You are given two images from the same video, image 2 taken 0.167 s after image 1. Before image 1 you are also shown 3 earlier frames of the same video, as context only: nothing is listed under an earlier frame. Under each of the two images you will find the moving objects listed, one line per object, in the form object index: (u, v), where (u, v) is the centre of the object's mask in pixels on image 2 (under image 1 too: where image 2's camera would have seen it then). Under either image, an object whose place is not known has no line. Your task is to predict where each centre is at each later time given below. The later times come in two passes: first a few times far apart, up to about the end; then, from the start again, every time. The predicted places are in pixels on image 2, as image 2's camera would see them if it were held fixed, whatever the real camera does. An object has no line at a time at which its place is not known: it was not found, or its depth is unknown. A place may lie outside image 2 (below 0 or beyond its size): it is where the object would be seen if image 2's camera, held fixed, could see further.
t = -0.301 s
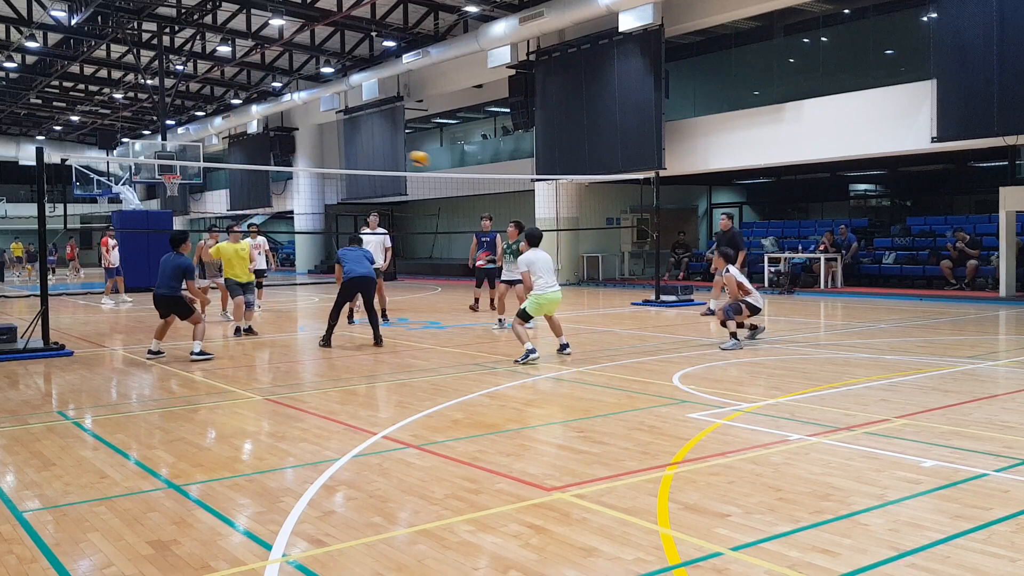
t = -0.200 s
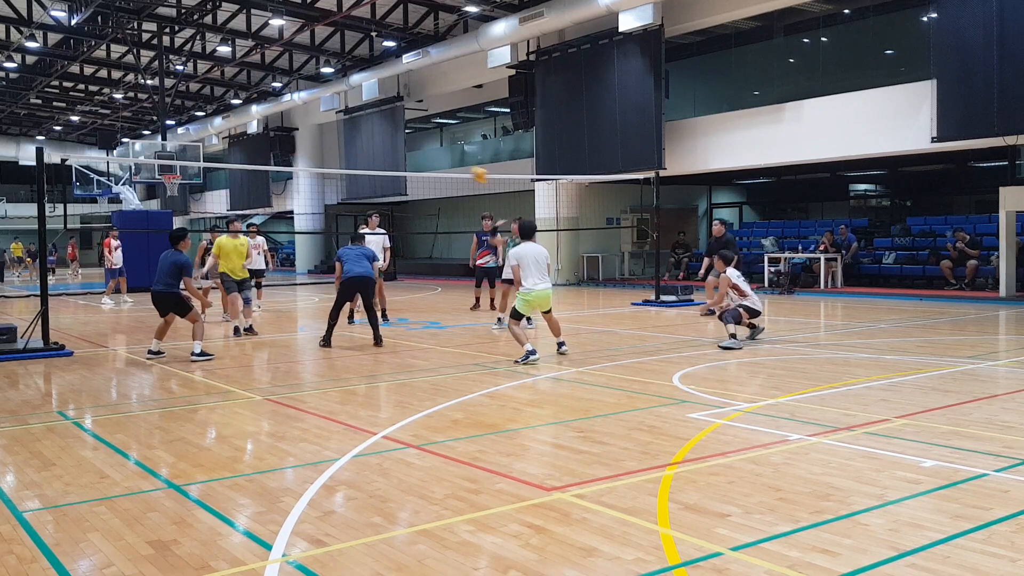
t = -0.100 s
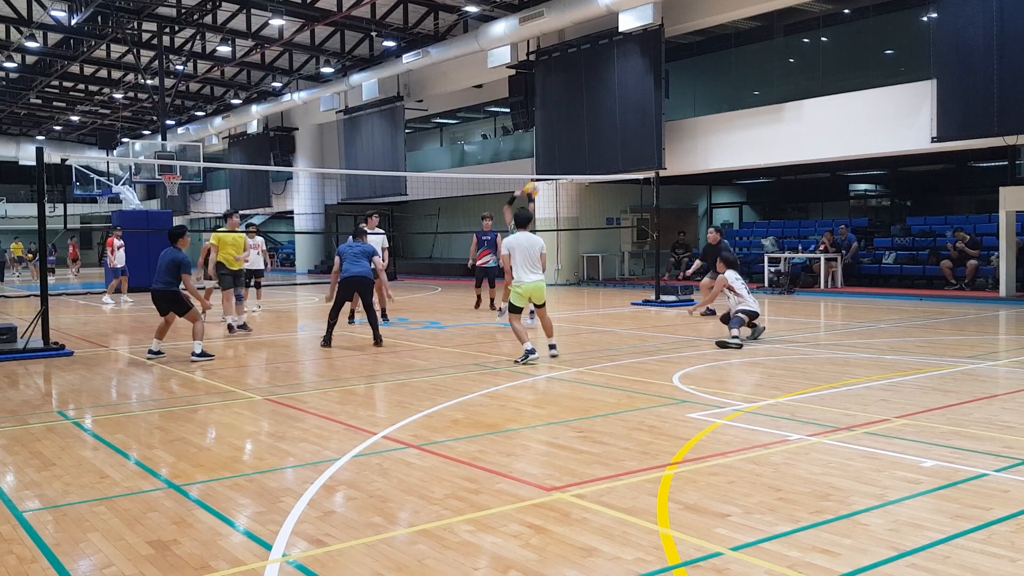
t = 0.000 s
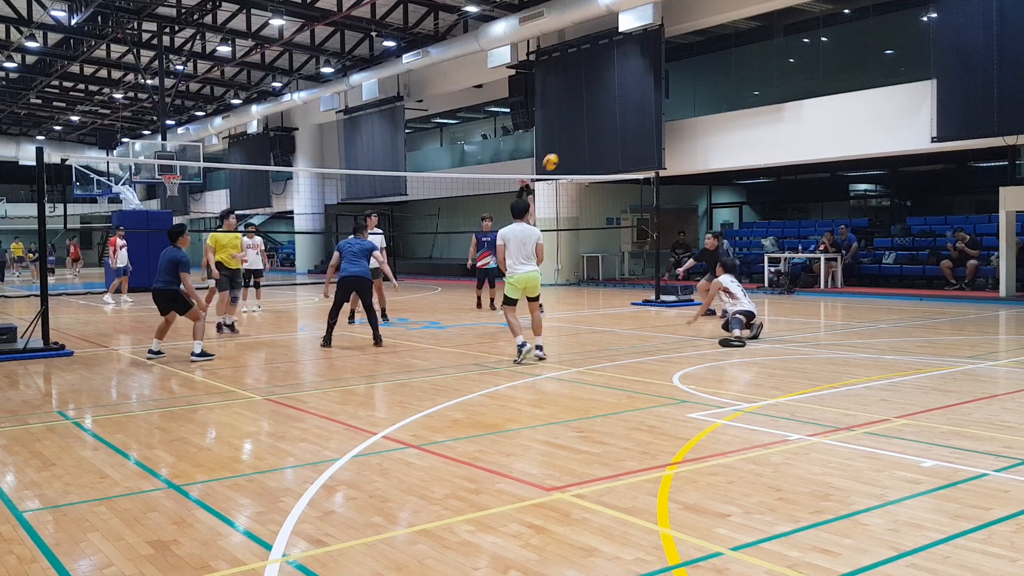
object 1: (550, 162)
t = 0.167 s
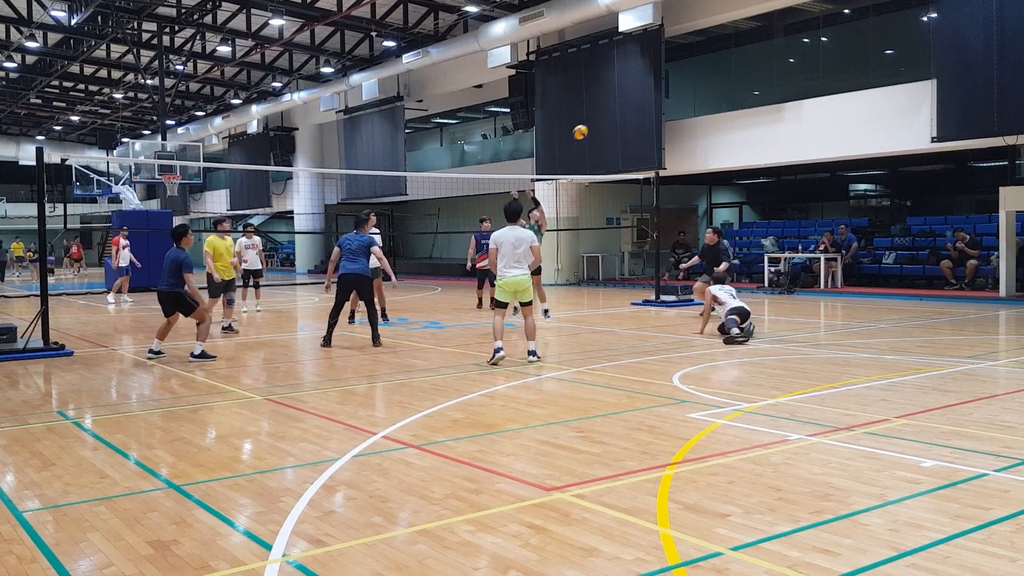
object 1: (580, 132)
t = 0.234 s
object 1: (591, 126)
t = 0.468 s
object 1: (628, 128)
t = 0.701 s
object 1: (659, 160)
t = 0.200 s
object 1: (586, 129)
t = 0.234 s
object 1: (591, 126)
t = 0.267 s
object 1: (597, 124)
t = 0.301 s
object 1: (602, 123)
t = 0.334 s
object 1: (608, 123)
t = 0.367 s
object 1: (613, 123)
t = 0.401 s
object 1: (618, 124)
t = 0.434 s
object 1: (623, 126)
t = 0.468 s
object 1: (628, 128)
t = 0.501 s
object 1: (632, 131)
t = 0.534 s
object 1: (637, 134)
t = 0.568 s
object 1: (642, 138)
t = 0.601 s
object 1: (646, 143)
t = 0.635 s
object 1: (651, 148)
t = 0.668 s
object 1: (655, 154)
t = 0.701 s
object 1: (659, 160)
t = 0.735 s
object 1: (663, 166)
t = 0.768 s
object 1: (667, 174)
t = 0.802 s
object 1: (671, 181)
